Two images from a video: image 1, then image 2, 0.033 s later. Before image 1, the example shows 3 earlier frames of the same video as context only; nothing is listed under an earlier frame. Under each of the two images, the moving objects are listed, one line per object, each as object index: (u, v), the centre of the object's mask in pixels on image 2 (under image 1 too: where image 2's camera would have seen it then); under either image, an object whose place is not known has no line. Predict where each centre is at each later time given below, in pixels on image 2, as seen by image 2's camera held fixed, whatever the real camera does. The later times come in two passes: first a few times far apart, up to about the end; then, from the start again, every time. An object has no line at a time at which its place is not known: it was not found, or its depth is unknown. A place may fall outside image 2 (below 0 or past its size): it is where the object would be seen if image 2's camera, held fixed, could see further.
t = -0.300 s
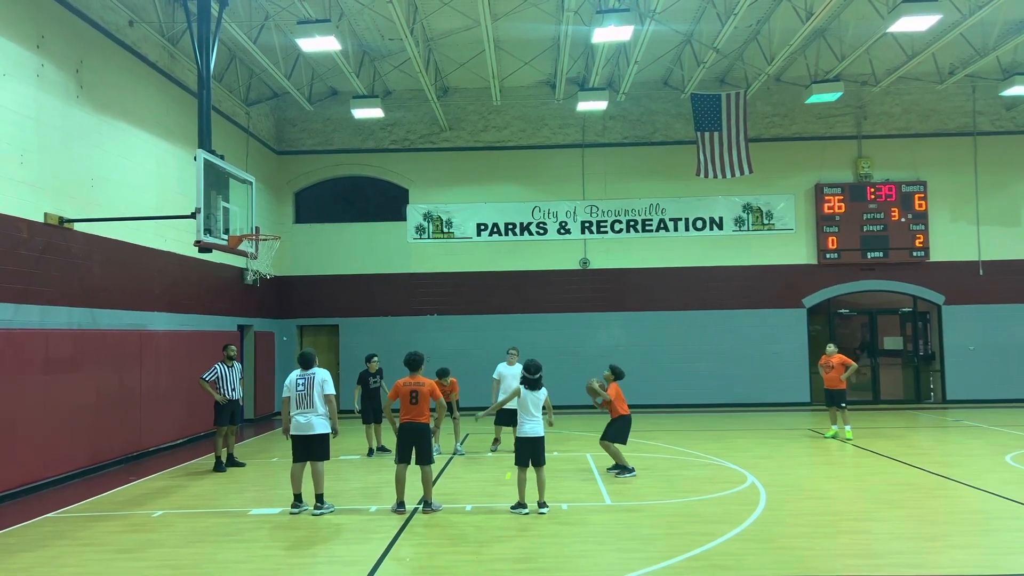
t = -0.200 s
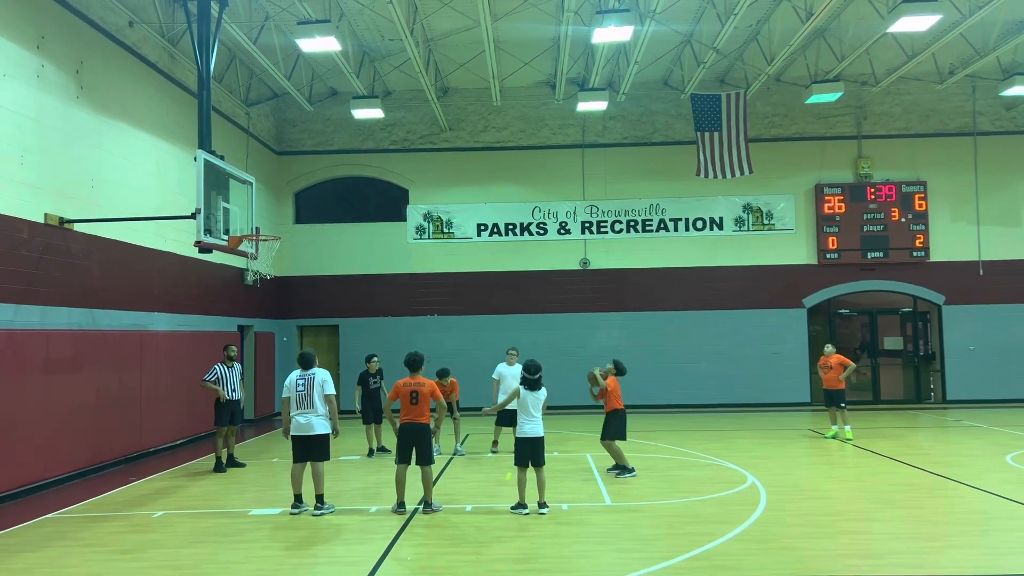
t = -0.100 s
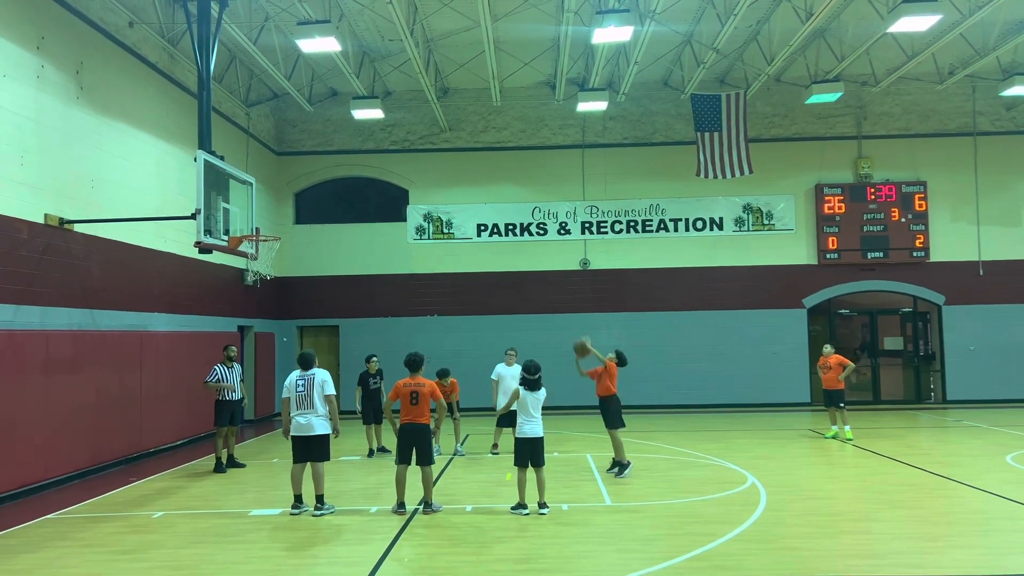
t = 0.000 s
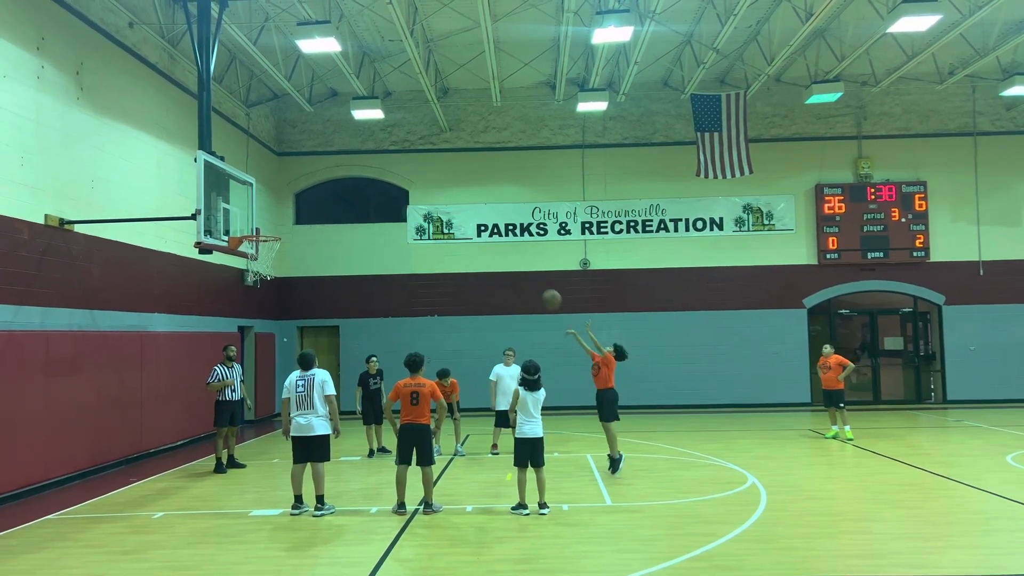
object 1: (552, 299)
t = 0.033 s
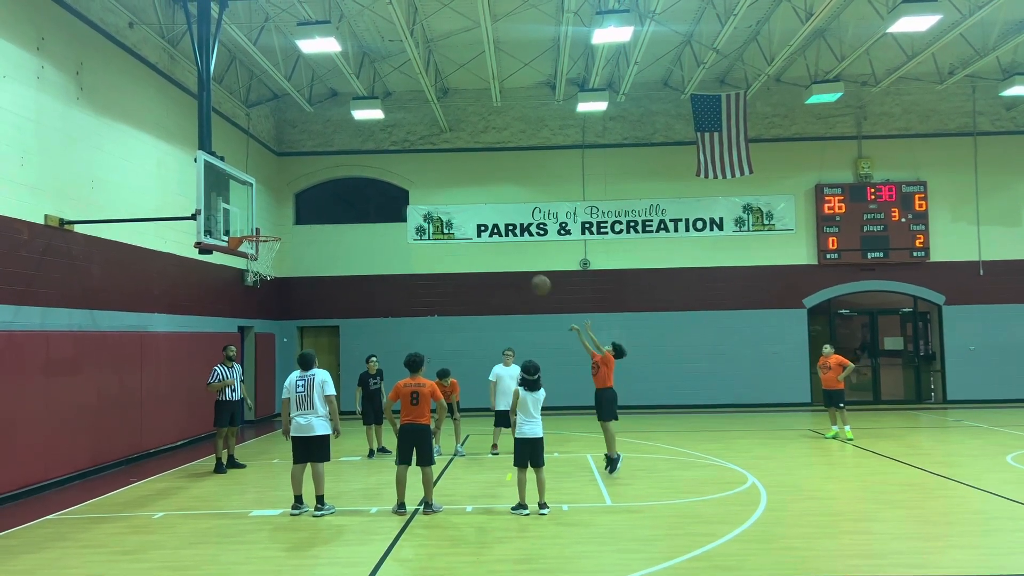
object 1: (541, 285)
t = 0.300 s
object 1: (458, 201)
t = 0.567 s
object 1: (376, 172)
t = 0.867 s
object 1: (288, 203)
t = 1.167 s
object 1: (283, 256)
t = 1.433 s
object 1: (284, 269)
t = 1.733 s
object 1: (284, 348)
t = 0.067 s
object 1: (531, 272)
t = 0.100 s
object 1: (520, 259)
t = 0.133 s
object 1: (510, 247)
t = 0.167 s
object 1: (499, 236)
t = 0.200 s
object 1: (489, 227)
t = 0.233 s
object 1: (478, 217)
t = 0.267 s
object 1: (468, 209)
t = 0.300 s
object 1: (458, 201)
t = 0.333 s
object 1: (447, 195)
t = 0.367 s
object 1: (437, 189)
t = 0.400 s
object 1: (427, 185)
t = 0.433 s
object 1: (417, 180)
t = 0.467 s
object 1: (407, 177)
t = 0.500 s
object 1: (396, 174)
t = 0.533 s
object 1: (386, 172)
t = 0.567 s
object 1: (376, 172)
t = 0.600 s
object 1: (366, 172)
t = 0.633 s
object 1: (357, 173)
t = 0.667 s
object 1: (347, 175)
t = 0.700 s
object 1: (337, 177)
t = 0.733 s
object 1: (327, 180)
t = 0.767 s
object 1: (317, 184)
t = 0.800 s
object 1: (308, 190)
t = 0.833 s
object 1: (298, 196)
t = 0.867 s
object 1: (288, 203)
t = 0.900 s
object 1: (279, 210)
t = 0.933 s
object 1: (269, 219)
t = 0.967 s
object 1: (259, 227)
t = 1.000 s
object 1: (250, 237)
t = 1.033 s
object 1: (259, 244)
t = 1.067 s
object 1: (268, 250)
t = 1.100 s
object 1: (276, 256)
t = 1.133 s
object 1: (281, 257)
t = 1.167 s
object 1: (283, 256)
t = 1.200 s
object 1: (283, 258)
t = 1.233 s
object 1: (283, 257)
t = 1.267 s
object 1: (283, 256)
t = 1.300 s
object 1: (284, 257)
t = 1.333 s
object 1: (284, 259)
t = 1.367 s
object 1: (284, 261)
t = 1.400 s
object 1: (284, 265)
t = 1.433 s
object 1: (284, 269)
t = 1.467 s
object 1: (284, 274)
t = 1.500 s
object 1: (284, 281)
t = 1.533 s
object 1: (283, 287)
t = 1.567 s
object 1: (284, 295)
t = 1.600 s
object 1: (283, 304)
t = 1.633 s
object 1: (283, 313)
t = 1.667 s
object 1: (283, 324)
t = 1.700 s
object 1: (283, 335)
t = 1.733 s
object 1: (284, 348)
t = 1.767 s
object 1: (284, 361)
